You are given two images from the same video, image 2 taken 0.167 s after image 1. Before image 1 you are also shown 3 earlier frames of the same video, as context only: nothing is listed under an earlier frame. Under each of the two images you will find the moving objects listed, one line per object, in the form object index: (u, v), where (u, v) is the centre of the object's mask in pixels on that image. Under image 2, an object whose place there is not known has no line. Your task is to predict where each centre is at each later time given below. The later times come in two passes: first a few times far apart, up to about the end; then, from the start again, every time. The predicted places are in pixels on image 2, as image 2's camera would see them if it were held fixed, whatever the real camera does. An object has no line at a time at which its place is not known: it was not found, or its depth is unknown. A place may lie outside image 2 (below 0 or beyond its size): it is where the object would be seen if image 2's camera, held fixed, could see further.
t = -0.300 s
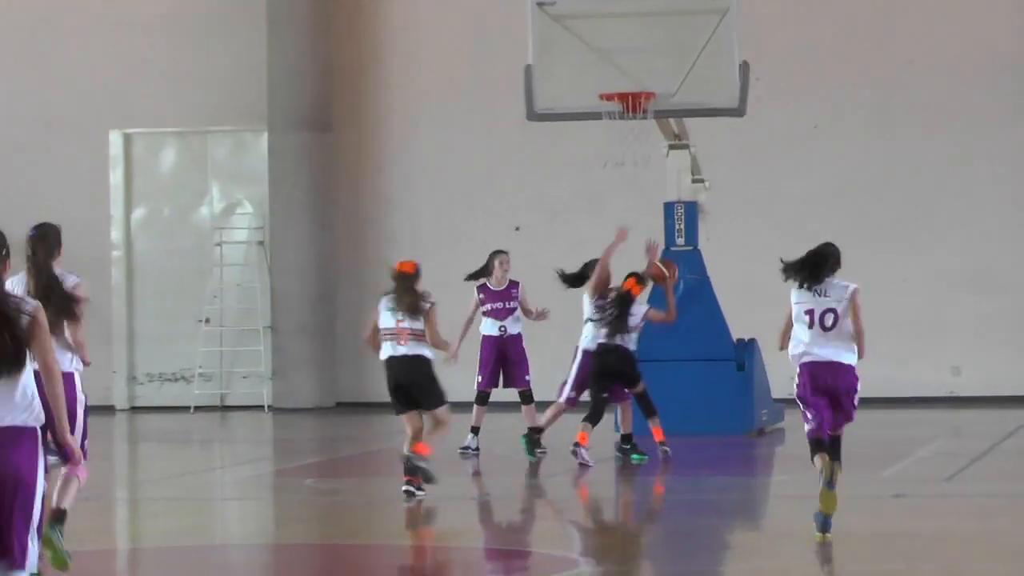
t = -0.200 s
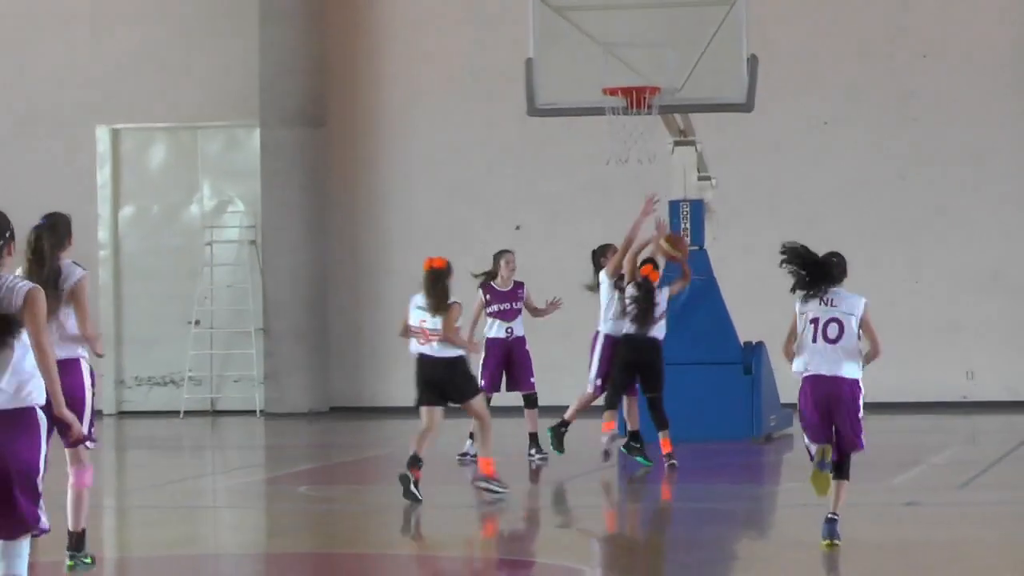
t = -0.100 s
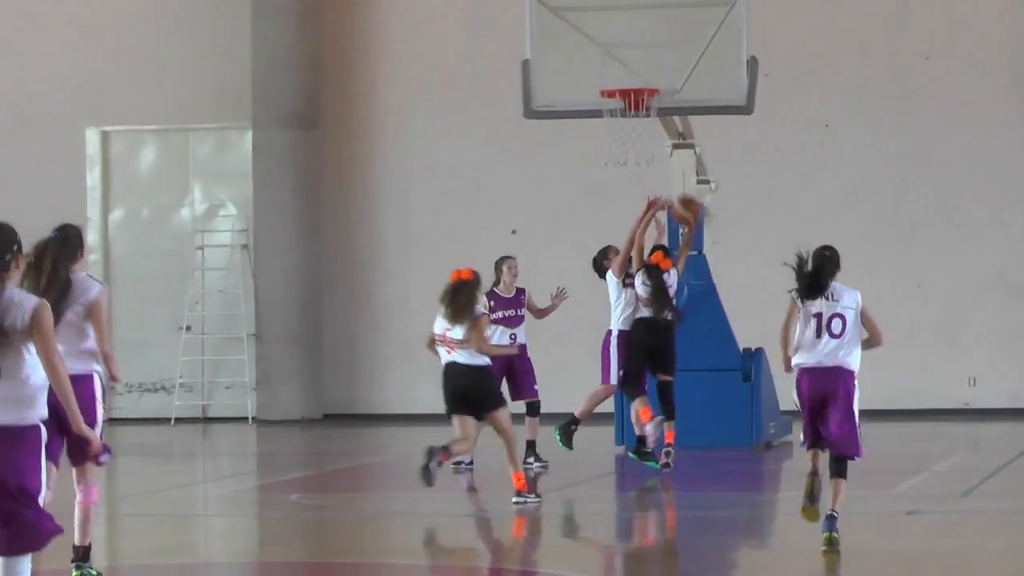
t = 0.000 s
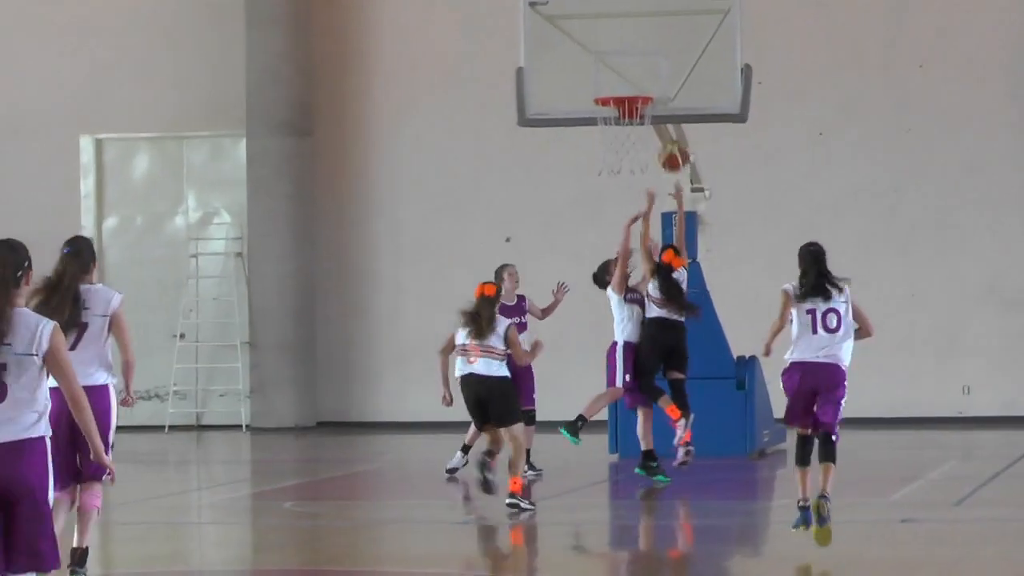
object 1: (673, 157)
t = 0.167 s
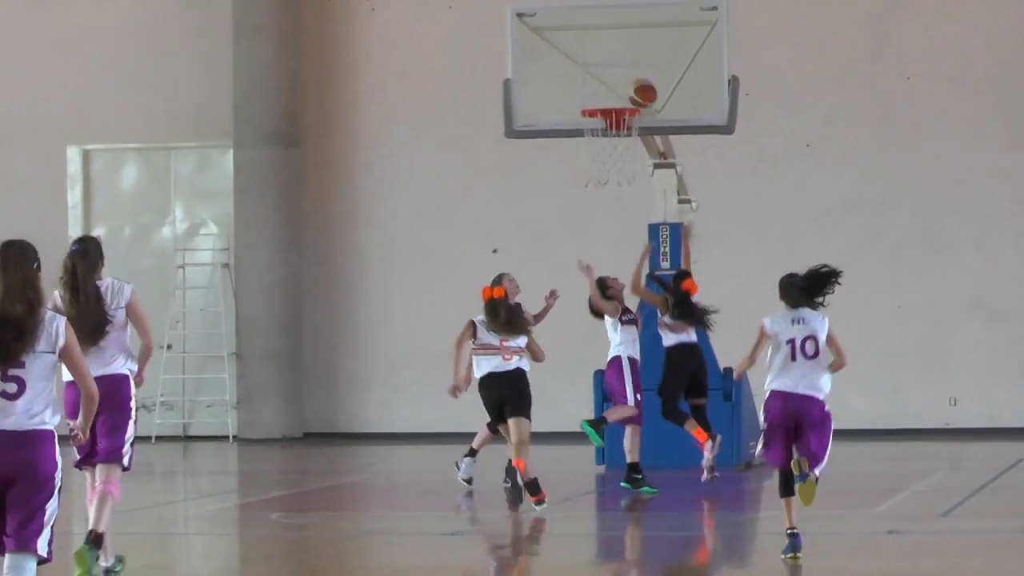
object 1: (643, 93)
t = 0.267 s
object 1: (634, 65)
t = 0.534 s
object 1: (609, 51)
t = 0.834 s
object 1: (583, 76)
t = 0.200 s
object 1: (639, 83)
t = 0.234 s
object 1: (636, 73)
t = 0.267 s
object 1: (634, 65)
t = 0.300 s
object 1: (630, 58)
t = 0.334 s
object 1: (627, 53)
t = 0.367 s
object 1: (624, 50)
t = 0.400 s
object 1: (622, 48)
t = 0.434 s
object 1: (618, 46)
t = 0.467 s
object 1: (615, 46)
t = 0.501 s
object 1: (612, 48)
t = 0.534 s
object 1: (609, 51)
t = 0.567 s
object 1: (606, 56)
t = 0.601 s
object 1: (603, 61)
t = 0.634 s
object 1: (601, 68)
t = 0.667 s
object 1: (597, 75)
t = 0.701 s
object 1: (594, 85)
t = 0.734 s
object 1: (592, 91)
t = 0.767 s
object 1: (590, 90)
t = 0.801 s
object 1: (586, 83)
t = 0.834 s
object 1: (583, 76)
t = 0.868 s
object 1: (580, 71)
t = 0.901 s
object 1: (577, 67)
